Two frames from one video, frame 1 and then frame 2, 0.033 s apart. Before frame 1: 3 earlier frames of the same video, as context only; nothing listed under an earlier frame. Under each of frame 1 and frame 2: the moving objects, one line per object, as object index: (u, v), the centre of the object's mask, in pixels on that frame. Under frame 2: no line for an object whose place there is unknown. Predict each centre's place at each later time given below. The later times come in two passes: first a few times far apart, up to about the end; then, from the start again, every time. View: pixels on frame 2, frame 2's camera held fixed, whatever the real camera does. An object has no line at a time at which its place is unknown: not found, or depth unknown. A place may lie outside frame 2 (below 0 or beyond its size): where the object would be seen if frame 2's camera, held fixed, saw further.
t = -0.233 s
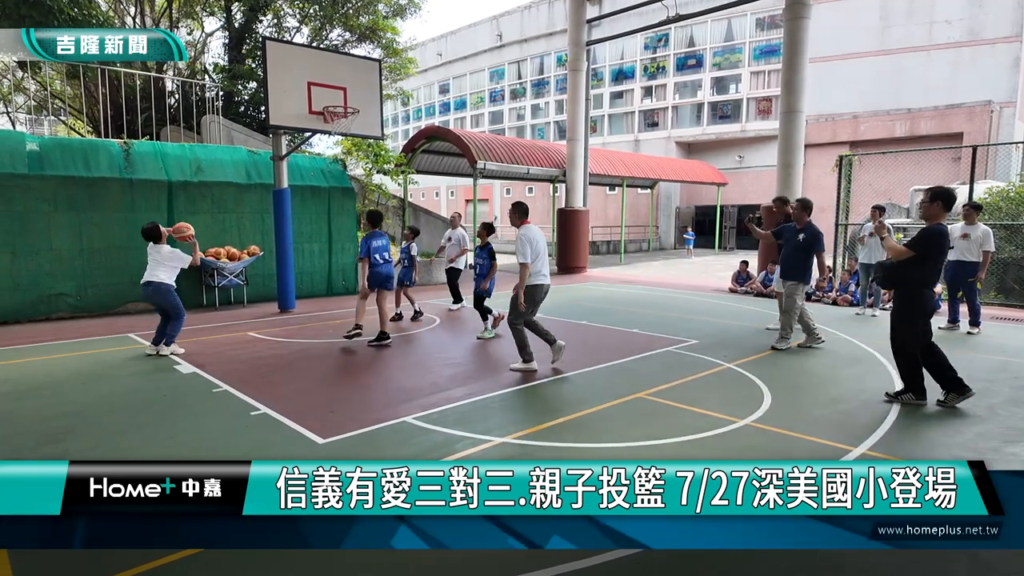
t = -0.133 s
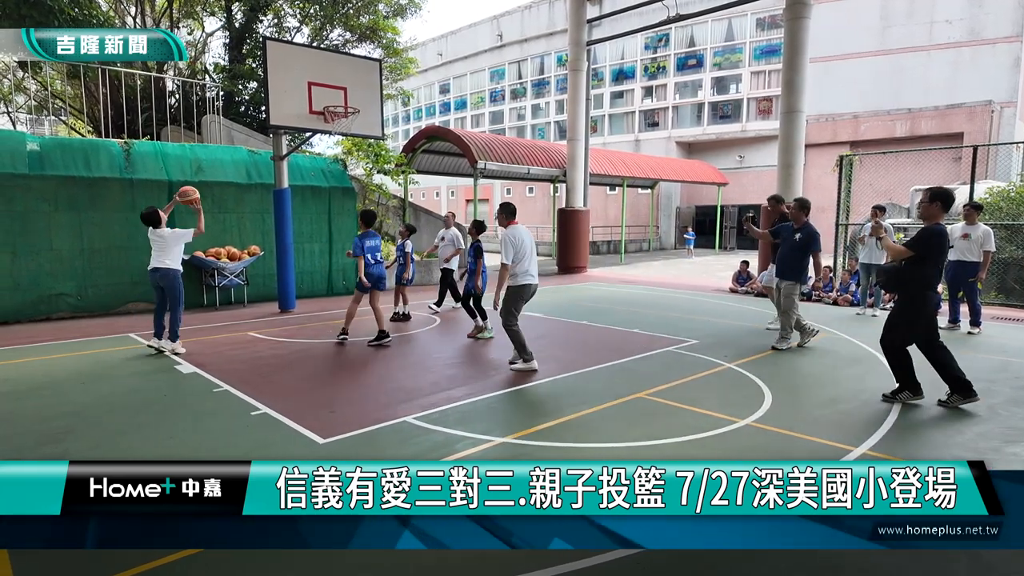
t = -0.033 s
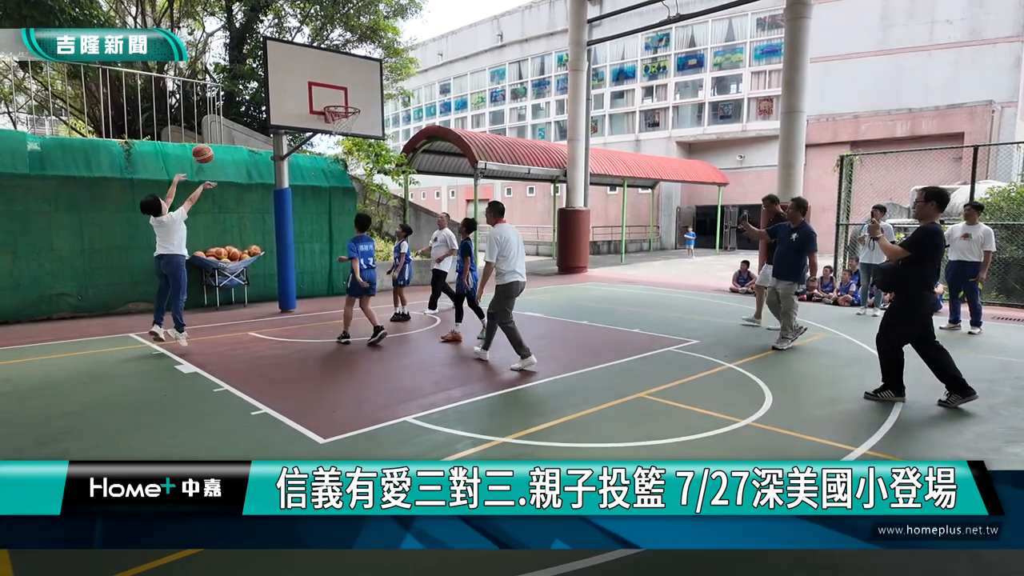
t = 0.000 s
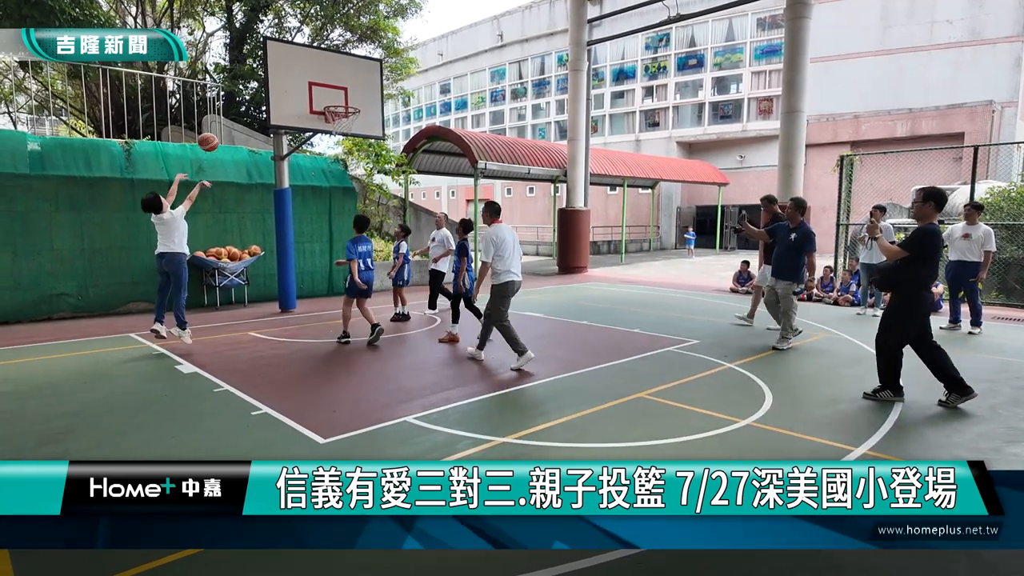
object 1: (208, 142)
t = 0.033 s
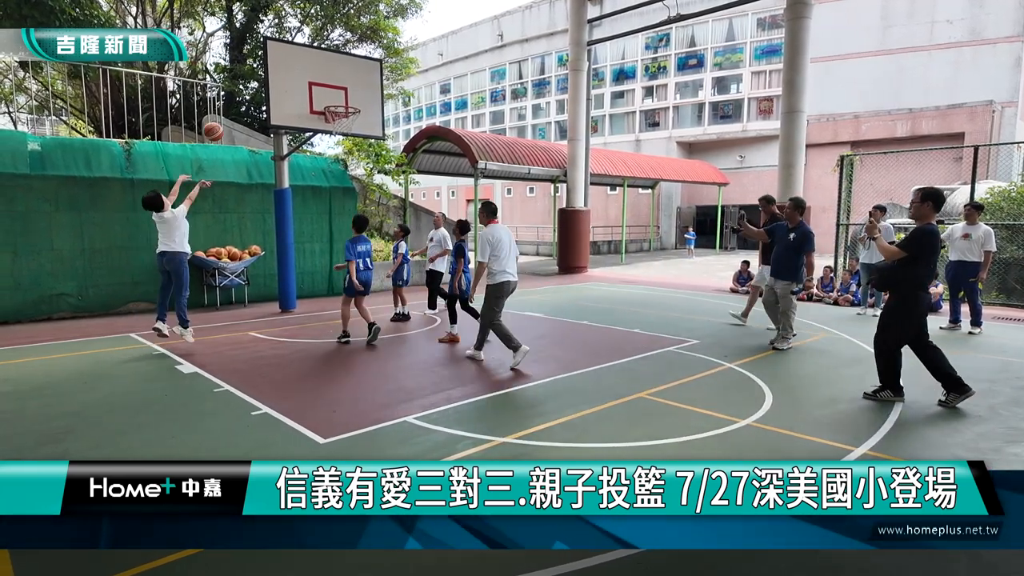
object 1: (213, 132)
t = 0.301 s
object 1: (251, 87)
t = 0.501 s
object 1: (227, 90)
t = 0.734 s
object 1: (179, 131)
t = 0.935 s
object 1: (141, 201)
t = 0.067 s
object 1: (218, 122)
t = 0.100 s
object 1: (223, 114)
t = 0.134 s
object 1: (227, 107)
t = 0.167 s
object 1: (232, 101)
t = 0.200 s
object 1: (236, 96)
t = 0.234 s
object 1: (241, 92)
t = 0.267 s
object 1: (246, 89)
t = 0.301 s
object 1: (251, 87)
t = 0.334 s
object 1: (255, 86)
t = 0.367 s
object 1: (255, 85)
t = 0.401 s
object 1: (248, 85)
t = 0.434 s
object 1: (241, 85)
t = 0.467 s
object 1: (234, 87)
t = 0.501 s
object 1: (227, 90)
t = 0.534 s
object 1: (220, 93)
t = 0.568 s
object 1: (213, 96)
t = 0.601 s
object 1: (206, 102)
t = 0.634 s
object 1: (199, 108)
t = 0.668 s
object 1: (193, 115)
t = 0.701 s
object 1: (186, 122)
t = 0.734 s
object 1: (179, 131)
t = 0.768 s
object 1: (173, 140)
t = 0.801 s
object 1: (166, 151)
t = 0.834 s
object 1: (160, 162)
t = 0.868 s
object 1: (153, 174)
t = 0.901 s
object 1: (147, 187)
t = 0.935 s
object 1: (141, 201)
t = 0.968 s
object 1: (134, 216)
